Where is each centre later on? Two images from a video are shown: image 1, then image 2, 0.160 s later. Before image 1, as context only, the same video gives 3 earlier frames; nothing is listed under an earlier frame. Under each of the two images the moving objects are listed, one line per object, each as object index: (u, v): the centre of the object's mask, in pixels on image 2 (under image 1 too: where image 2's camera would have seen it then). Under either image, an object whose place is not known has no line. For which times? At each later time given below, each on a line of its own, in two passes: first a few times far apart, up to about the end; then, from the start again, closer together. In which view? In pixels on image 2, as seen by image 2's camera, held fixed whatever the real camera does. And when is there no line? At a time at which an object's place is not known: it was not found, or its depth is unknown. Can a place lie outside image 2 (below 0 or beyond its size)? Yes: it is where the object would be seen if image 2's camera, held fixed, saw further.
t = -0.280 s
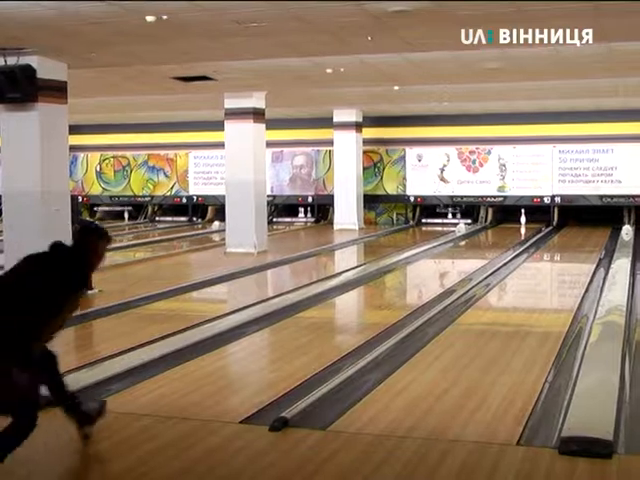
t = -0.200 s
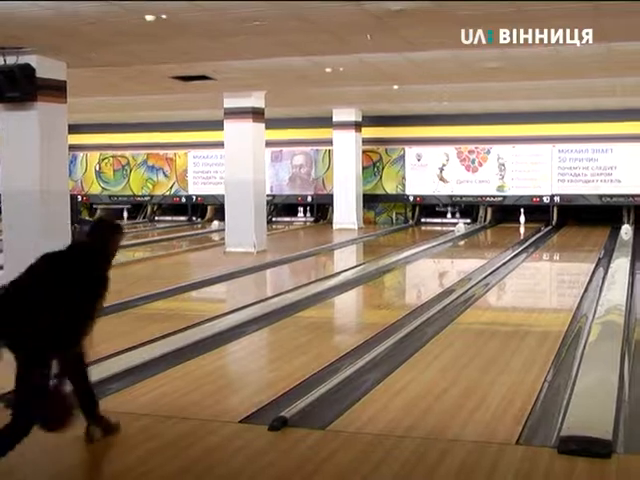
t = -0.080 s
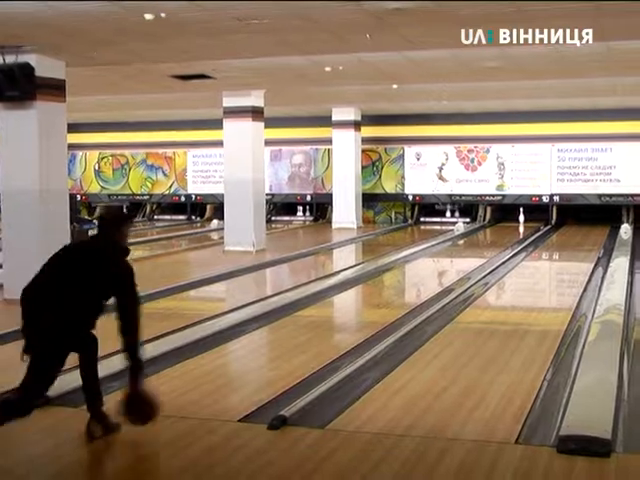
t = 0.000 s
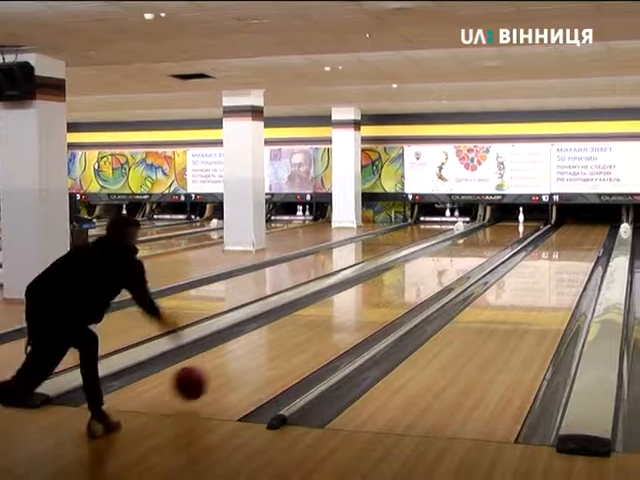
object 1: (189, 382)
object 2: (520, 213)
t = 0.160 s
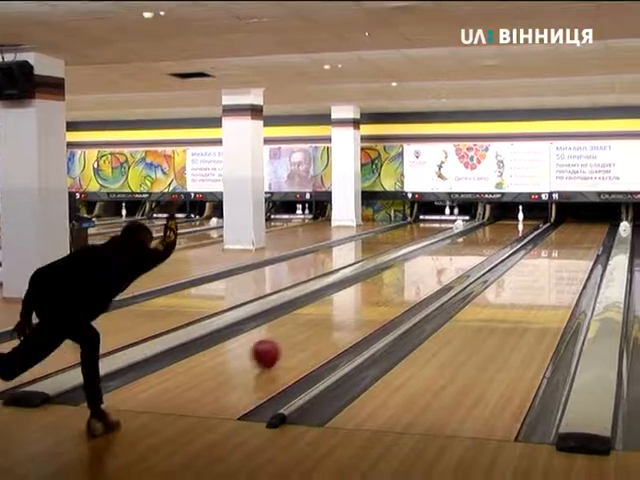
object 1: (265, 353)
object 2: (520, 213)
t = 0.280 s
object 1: (307, 332)
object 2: (520, 213)
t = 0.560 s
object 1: (374, 297)
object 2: (520, 213)
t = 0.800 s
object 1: (413, 277)
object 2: (520, 213)
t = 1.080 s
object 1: (444, 260)
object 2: (520, 213)
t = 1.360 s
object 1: (467, 249)
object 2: (520, 213)
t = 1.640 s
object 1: (486, 239)
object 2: (520, 213)
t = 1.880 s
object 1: (498, 232)
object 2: (521, 213)
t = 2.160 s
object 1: (508, 227)
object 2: (521, 213)
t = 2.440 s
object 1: (518, 221)
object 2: (521, 211)
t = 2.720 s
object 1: (527, 217)
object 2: (520, 212)
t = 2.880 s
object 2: (505, 217)
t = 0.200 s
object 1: (281, 346)
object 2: (520, 213)
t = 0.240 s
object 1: (294, 339)
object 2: (520, 213)
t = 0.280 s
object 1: (307, 332)
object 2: (520, 213)
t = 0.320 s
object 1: (319, 326)
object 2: (520, 213)
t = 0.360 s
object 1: (330, 320)
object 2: (520, 213)
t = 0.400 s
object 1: (340, 315)
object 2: (520, 213)
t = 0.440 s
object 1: (349, 310)
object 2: (520, 213)
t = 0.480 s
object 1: (359, 305)
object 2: (520, 213)
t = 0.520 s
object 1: (367, 301)
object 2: (520, 213)
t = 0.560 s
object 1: (374, 297)
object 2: (520, 213)
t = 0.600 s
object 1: (382, 293)
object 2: (521, 213)
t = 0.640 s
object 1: (388, 289)
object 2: (520, 213)
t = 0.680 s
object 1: (395, 286)
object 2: (521, 213)
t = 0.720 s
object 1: (401, 283)
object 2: (521, 213)
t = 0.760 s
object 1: (407, 280)
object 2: (520, 213)
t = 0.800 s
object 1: (413, 277)
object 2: (520, 213)
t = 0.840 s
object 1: (418, 274)
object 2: (520, 213)
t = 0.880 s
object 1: (423, 271)
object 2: (520, 213)
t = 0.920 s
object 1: (427, 269)
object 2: (520, 213)
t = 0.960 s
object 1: (432, 266)
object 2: (520, 213)
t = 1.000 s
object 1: (436, 265)
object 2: (520, 213)
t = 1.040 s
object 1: (440, 262)
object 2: (520, 213)
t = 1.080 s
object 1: (444, 260)
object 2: (520, 213)
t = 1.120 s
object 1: (448, 258)
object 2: (520, 213)
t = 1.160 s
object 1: (452, 256)
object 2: (520, 213)
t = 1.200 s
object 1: (455, 255)
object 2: (520, 213)
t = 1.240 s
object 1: (459, 253)
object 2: (520, 213)
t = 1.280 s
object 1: (462, 250)
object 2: (520, 213)
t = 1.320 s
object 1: (464, 250)
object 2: (520, 213)
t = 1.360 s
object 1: (467, 249)
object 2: (520, 213)
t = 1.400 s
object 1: (471, 247)
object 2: (520, 213)
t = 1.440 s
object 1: (474, 245)
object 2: (520, 213)
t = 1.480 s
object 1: (476, 243)
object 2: (520, 213)
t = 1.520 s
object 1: (479, 243)
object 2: (520, 213)
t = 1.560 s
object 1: (481, 241)
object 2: (520, 213)
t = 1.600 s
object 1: (483, 240)
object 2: (520, 213)
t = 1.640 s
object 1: (486, 239)
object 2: (520, 213)
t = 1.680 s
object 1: (488, 238)
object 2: (520, 213)
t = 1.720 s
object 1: (490, 237)
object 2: (521, 213)
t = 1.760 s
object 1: (492, 236)
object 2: (521, 213)
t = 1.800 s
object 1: (494, 236)
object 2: (521, 213)
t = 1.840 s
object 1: (496, 234)
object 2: (521, 213)
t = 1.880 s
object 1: (498, 232)
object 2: (521, 213)
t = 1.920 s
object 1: (500, 232)
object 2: (521, 213)
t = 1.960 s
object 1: (501, 231)
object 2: (521, 213)
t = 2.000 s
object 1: (505, 228)
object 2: (521, 213)
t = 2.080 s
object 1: (505, 228)
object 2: (521, 213)
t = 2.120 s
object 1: (507, 227)
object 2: (521, 213)
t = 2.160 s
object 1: (508, 227)
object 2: (521, 213)
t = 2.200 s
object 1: (509, 226)
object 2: (521, 213)
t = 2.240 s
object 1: (510, 226)
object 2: (521, 213)
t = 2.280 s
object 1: (511, 225)
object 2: (521, 213)
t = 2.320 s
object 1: (513, 223)
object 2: (521, 212)
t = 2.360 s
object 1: (514, 222)
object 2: (521, 212)
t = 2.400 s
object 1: (516, 222)
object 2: (521, 212)
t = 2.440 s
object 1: (518, 221)
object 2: (521, 211)
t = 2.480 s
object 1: (519, 220)
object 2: (521, 210)
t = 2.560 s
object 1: (522, 219)
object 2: (520, 210)
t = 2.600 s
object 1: (523, 218)
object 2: (520, 211)
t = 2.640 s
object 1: (525, 218)
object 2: (520, 212)
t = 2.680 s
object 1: (526, 218)
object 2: (520, 212)
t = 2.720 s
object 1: (527, 217)
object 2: (520, 212)
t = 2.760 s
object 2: (516, 213)
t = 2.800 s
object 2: (513, 214)
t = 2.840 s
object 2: (510, 215)
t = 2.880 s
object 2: (505, 217)
